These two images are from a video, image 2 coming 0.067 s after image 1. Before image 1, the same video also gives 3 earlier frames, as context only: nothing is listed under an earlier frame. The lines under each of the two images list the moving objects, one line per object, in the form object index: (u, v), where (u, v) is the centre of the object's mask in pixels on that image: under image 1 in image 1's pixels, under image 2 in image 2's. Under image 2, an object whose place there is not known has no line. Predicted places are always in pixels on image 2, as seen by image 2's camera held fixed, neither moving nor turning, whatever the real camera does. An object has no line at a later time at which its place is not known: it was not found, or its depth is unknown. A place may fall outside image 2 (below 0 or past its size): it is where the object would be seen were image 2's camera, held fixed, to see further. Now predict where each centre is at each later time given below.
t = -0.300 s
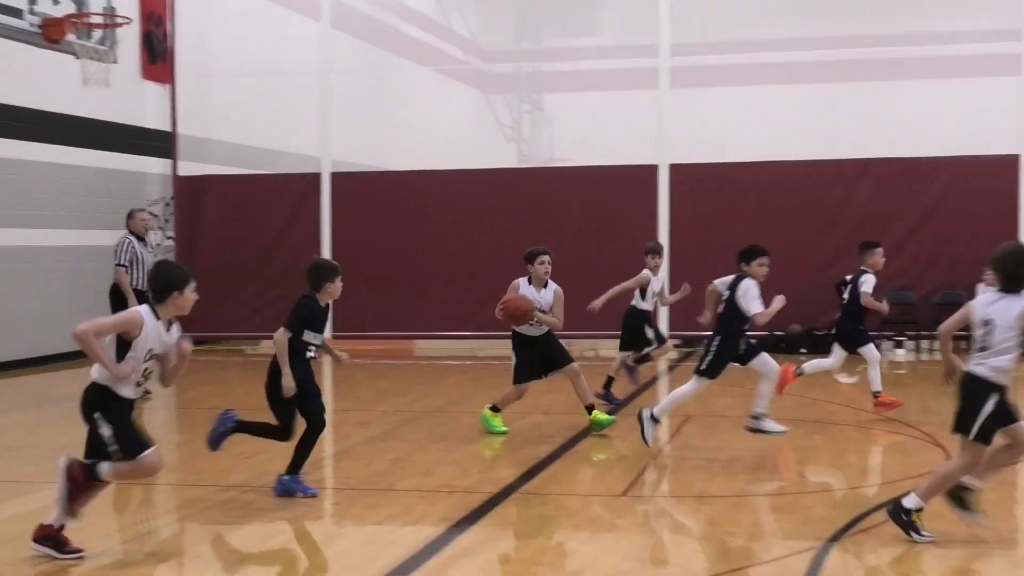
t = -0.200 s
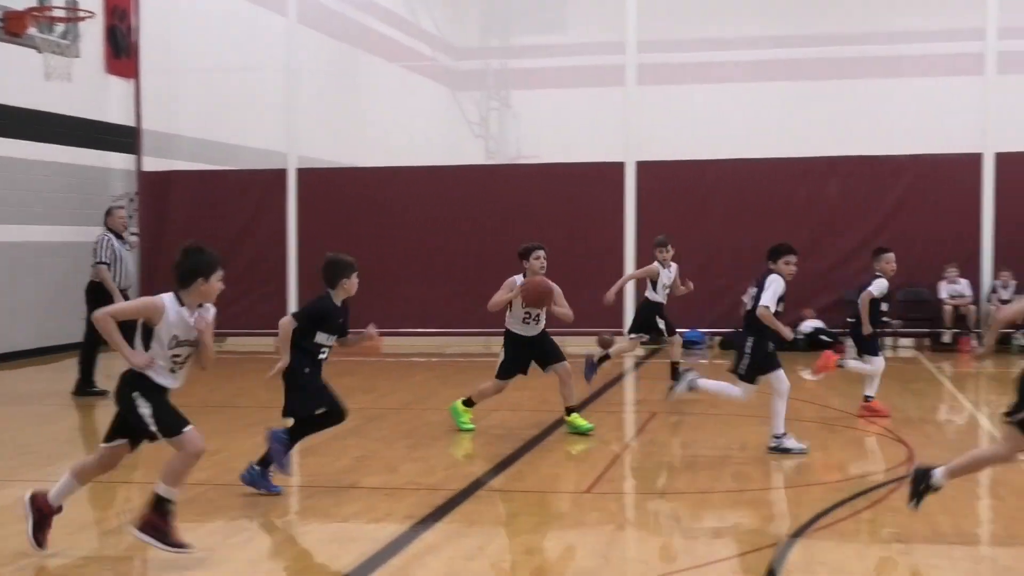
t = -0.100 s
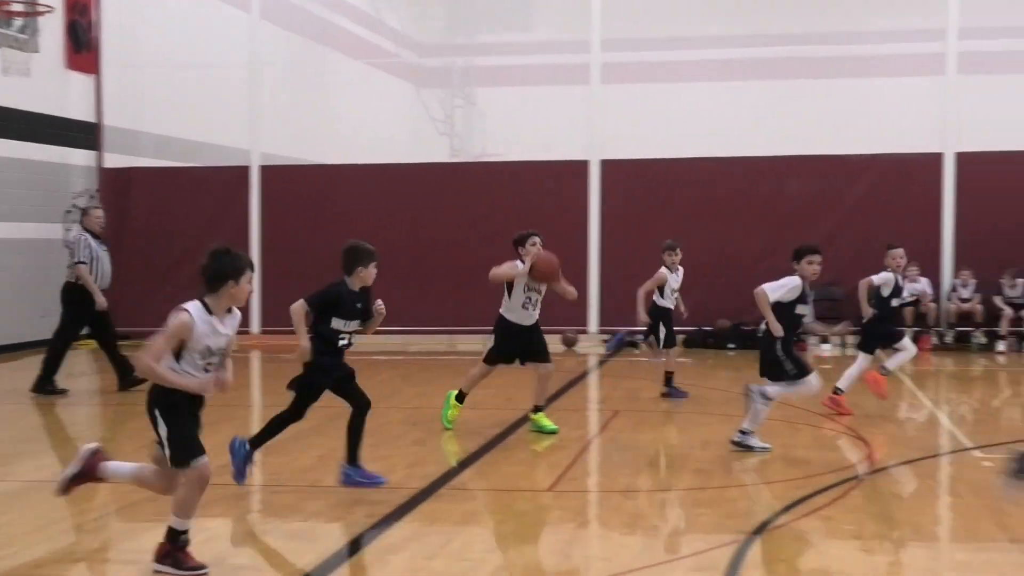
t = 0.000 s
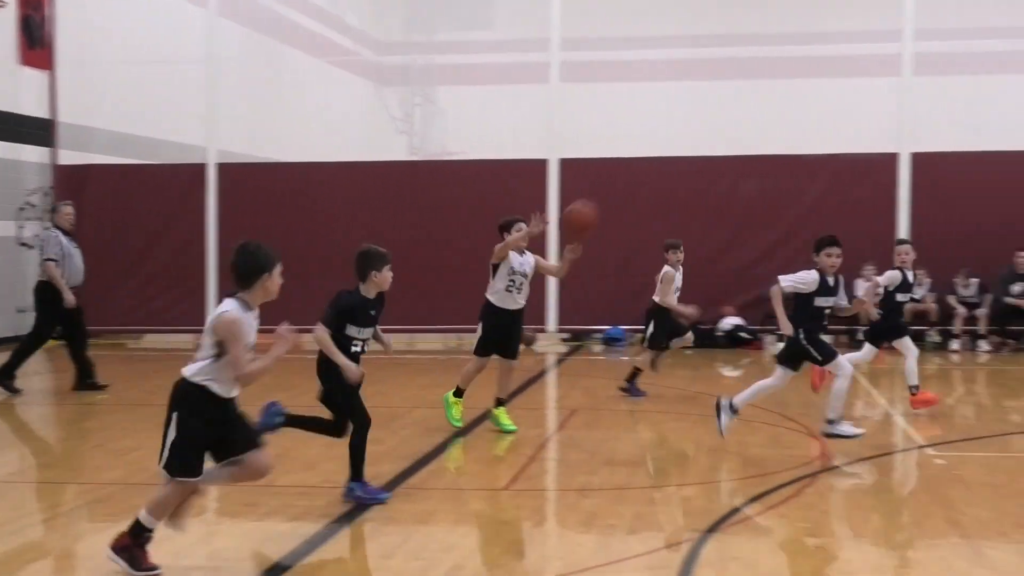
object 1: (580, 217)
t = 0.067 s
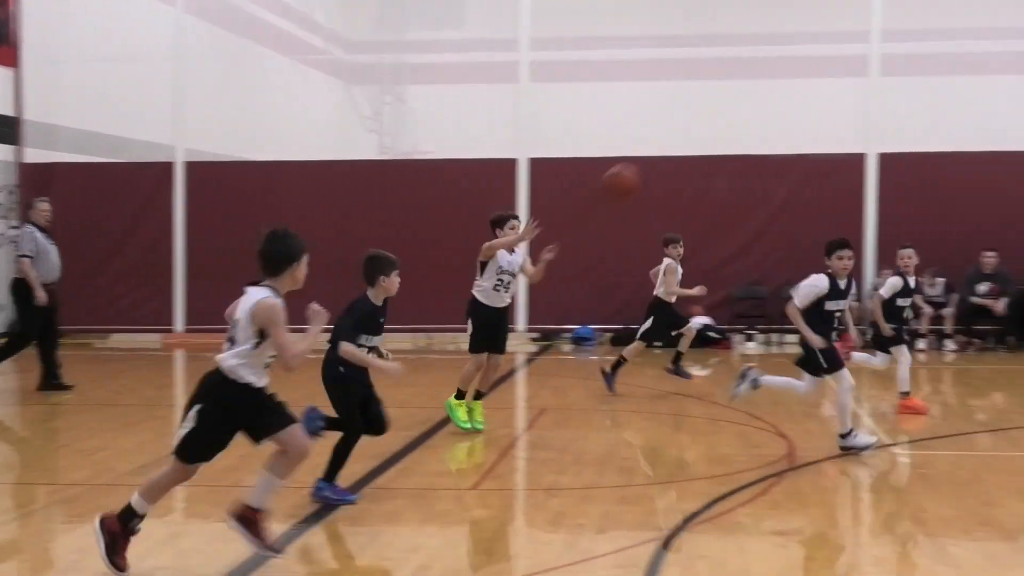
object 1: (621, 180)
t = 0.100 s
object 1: (658, 167)
